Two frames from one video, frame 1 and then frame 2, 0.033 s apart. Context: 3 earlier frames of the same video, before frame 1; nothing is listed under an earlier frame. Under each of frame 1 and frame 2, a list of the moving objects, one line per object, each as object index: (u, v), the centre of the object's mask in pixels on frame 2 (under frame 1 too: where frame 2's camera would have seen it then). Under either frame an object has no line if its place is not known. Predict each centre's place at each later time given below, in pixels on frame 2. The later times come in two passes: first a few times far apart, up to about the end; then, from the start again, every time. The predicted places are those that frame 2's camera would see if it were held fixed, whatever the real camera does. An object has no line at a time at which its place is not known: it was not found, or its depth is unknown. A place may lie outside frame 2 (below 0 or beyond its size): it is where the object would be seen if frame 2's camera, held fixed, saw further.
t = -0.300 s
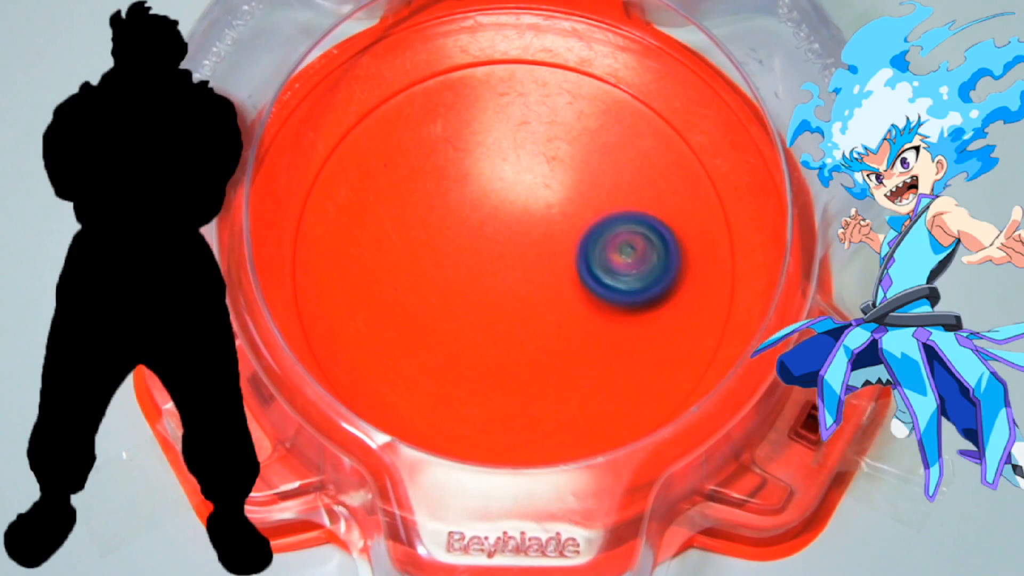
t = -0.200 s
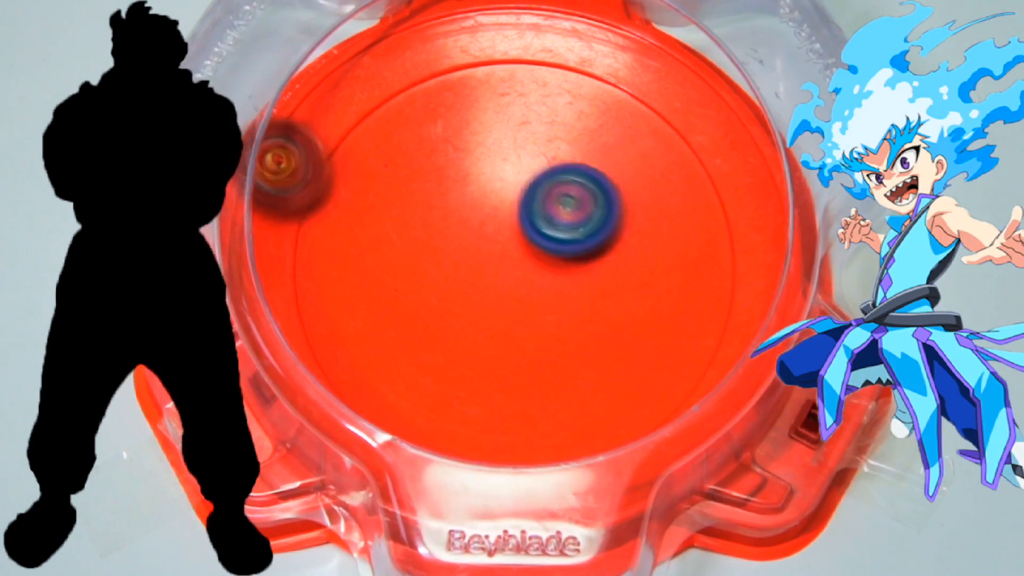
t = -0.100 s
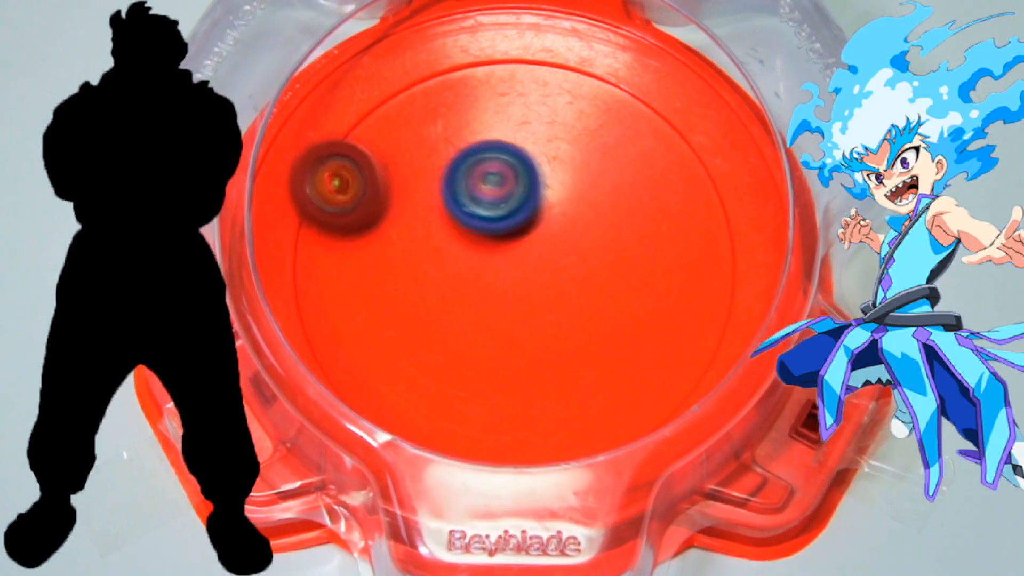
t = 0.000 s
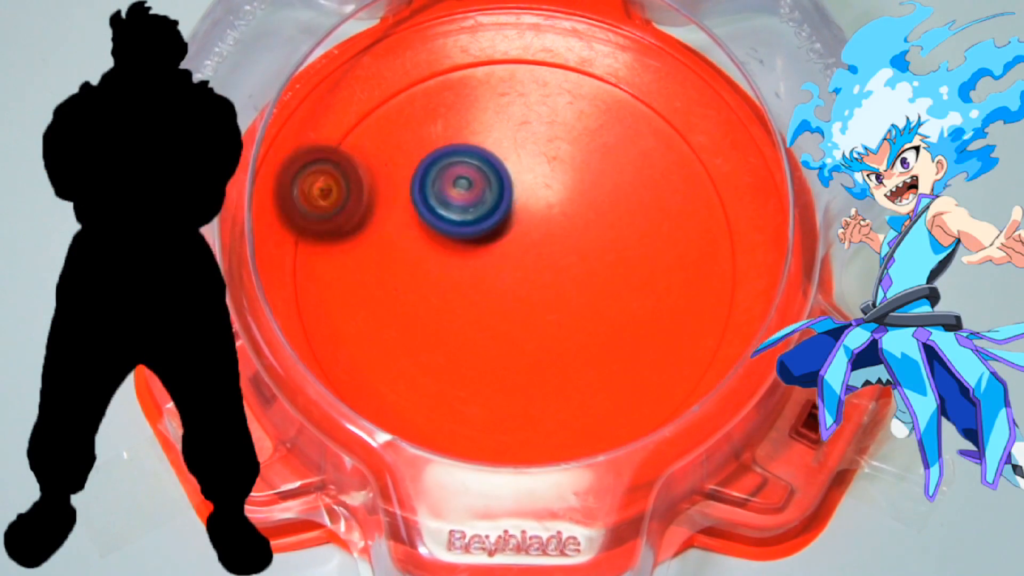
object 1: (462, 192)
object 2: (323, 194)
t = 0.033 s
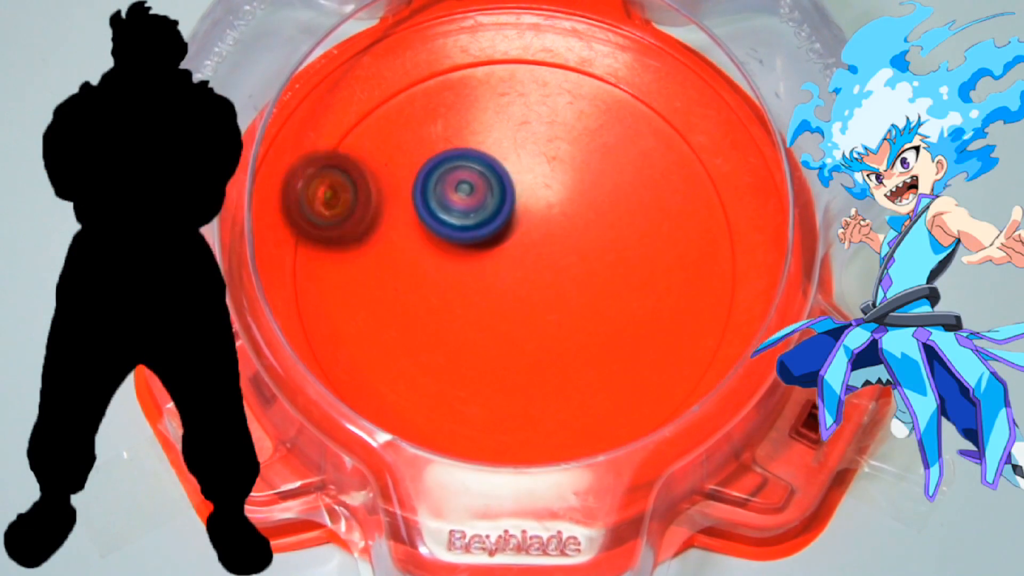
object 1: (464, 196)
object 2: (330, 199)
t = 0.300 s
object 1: (500, 258)
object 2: (334, 225)
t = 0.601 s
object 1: (543, 236)
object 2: (363, 314)
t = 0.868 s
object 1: (532, 209)
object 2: (384, 325)
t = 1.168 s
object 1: (506, 225)
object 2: (462, 404)
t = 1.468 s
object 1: (521, 245)
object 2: (550, 387)
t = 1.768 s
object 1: (532, 221)
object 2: (516, 334)
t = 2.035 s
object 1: (499, 164)
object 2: (567, 410)
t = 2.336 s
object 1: (470, 191)
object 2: (597, 328)
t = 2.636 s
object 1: (470, 239)
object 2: (548, 367)
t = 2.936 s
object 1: (456, 180)
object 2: (597, 424)
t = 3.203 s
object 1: (490, 229)
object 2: (559, 309)
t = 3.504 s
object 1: (522, 235)
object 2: (676, 309)
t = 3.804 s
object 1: (505, 194)
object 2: (601, 377)
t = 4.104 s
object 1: (504, 176)
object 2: (471, 352)
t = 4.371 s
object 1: (522, 176)
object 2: (440, 299)
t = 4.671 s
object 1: (564, 165)
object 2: (431, 307)
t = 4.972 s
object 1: (571, 237)
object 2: (545, 366)
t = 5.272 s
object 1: (581, 287)
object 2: (457, 349)
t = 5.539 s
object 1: (558, 326)
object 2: (496, 208)
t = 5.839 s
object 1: (515, 332)
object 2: (619, 231)
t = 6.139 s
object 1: (404, 337)
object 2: (651, 261)
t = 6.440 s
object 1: (413, 294)
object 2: (567, 233)
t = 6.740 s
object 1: (465, 217)
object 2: (554, 163)
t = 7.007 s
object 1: (482, 204)
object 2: (623, 246)
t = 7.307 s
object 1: (557, 233)
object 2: (508, 318)
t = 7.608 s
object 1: (598, 266)
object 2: (456, 202)
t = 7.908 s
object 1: (585, 322)
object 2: (556, 188)
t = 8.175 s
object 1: (547, 345)
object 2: (548, 204)
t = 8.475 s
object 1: (476, 307)
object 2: (447, 215)
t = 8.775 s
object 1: (435, 272)
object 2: (510, 185)
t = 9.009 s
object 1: (444, 240)
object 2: (600, 224)
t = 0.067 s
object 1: (465, 202)
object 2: (341, 208)
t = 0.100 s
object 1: (464, 208)
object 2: (348, 214)
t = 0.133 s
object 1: (462, 215)
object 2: (352, 220)
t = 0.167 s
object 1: (460, 221)
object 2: (356, 225)
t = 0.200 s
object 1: (465, 230)
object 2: (346, 226)
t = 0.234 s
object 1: (478, 242)
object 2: (325, 223)
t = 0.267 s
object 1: (489, 251)
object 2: (320, 222)
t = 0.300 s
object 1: (500, 258)
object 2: (334, 225)
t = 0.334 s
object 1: (509, 262)
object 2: (346, 228)
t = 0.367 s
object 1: (517, 264)
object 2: (358, 232)
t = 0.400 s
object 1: (524, 262)
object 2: (366, 238)
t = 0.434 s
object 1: (530, 259)
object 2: (371, 248)
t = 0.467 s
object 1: (535, 255)
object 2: (374, 258)
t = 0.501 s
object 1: (538, 250)
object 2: (375, 272)
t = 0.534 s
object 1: (540, 245)
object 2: (373, 286)
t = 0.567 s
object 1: (542, 241)
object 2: (369, 300)
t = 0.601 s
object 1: (543, 236)
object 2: (363, 314)
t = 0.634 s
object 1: (544, 231)
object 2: (354, 327)
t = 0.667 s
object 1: (544, 227)
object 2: (345, 336)
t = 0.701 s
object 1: (544, 223)
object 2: (336, 341)
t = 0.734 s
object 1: (542, 219)
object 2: (339, 337)
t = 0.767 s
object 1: (540, 215)
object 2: (350, 330)
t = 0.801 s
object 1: (538, 212)
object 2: (360, 324)
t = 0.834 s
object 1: (535, 210)
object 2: (372, 323)
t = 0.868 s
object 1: (532, 209)
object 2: (384, 325)
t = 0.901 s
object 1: (528, 208)
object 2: (398, 331)
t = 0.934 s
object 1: (524, 208)
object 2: (412, 340)
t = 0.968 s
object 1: (521, 209)
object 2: (426, 350)
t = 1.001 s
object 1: (518, 210)
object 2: (438, 362)
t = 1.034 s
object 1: (514, 212)
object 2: (448, 373)
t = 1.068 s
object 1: (512, 215)
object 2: (455, 385)
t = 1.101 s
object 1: (509, 217)
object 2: (459, 394)
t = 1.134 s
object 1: (507, 221)
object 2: (461, 401)
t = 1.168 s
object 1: (506, 225)
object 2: (462, 404)
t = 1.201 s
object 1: (505, 229)
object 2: (463, 404)
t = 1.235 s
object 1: (504, 233)
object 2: (466, 400)
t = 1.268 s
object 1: (504, 238)
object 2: (471, 394)
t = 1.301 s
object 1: (505, 244)
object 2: (479, 385)
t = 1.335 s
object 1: (506, 250)
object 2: (491, 377)
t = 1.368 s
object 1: (508, 255)
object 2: (506, 367)
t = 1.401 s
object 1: (510, 259)
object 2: (524, 360)
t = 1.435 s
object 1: (516, 254)
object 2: (540, 372)
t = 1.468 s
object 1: (521, 245)
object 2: (550, 387)
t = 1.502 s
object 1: (524, 239)
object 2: (554, 402)
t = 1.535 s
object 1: (527, 234)
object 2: (551, 416)
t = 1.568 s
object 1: (530, 230)
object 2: (541, 424)
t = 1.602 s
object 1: (531, 228)
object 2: (526, 424)
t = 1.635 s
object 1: (532, 225)
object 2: (511, 418)
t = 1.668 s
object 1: (533, 223)
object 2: (501, 402)
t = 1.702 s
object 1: (533, 222)
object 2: (499, 380)
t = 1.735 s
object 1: (533, 221)
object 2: (504, 357)
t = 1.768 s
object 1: (532, 221)
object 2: (516, 334)
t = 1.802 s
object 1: (531, 217)
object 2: (531, 322)
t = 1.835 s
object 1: (529, 196)
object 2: (551, 333)
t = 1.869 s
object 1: (526, 180)
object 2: (569, 344)
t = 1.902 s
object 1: (521, 170)
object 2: (582, 359)
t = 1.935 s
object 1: (515, 163)
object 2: (591, 375)
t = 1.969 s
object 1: (509, 160)
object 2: (590, 392)
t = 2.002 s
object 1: (504, 161)
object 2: (582, 404)
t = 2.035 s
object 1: (499, 164)
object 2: (567, 410)
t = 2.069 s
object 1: (494, 169)
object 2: (550, 408)
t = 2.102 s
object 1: (490, 177)
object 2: (536, 397)
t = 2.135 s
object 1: (488, 187)
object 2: (524, 380)
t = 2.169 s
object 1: (486, 196)
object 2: (519, 358)
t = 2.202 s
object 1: (487, 206)
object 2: (521, 334)
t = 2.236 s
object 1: (488, 215)
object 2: (529, 310)
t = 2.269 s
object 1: (482, 207)
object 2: (553, 313)
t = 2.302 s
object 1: (475, 197)
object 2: (577, 319)
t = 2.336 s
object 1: (470, 191)
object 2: (597, 328)
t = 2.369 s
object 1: (466, 190)
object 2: (615, 341)
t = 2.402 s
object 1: (462, 191)
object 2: (626, 356)
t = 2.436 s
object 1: (459, 194)
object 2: (632, 373)
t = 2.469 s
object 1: (457, 199)
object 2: (629, 389)
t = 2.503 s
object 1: (457, 206)
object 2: (617, 399)
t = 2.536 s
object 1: (458, 214)
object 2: (599, 404)
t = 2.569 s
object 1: (461, 222)
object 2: (578, 400)
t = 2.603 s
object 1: (464, 230)
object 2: (561, 387)
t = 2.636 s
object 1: (470, 239)
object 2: (548, 367)
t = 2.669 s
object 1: (477, 246)
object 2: (541, 344)
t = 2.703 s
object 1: (478, 243)
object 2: (552, 336)
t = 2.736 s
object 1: (471, 223)
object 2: (575, 351)
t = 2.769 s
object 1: (464, 206)
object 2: (593, 366)
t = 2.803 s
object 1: (460, 194)
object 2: (606, 381)
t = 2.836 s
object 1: (457, 185)
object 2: (614, 397)
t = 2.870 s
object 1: (455, 181)
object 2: (613, 410)
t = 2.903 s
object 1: (455, 179)
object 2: (609, 419)
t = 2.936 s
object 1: (456, 180)
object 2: (597, 424)
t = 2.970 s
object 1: (458, 183)
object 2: (582, 424)
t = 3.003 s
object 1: (461, 188)
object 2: (570, 421)
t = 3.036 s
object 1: (464, 195)
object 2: (558, 412)
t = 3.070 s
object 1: (469, 202)
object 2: (549, 395)
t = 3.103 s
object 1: (474, 210)
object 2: (543, 374)
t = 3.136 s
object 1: (479, 218)
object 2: (543, 351)
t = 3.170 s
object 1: (486, 225)
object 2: (547, 328)
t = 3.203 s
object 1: (490, 229)
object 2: (559, 309)
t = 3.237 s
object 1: (490, 225)
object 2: (578, 301)
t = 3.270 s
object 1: (491, 224)
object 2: (597, 295)
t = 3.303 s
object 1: (494, 224)
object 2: (618, 290)
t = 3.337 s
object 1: (498, 226)
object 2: (635, 288)
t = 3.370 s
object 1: (502, 228)
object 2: (651, 288)
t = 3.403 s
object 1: (506, 229)
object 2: (665, 291)
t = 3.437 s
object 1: (511, 231)
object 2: (674, 296)
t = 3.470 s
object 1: (516, 233)
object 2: (678, 302)
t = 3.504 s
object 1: (522, 235)
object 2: (676, 309)
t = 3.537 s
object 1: (527, 237)
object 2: (668, 314)
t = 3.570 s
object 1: (532, 238)
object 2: (655, 314)
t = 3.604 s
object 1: (537, 240)
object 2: (640, 311)
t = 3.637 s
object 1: (542, 240)
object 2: (624, 303)
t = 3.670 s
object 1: (538, 229)
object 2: (624, 315)
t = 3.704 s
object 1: (527, 214)
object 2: (629, 333)
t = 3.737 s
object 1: (519, 203)
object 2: (627, 352)
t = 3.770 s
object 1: (511, 196)
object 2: (618, 367)
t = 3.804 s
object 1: (505, 194)
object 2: (601, 377)
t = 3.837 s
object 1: (501, 196)
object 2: (579, 380)
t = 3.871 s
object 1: (498, 200)
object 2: (558, 375)
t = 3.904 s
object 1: (496, 204)
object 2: (538, 363)
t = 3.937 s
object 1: (494, 209)
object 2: (524, 346)
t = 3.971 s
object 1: (494, 215)
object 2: (514, 326)
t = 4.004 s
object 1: (495, 211)
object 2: (508, 320)
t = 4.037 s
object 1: (499, 193)
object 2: (499, 335)
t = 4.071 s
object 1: (503, 181)
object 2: (487, 345)
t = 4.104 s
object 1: (504, 176)
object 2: (471, 352)
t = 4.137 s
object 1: (503, 175)
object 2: (454, 352)
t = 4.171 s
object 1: (501, 176)
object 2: (439, 345)
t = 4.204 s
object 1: (500, 180)
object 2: (428, 333)
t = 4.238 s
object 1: (499, 185)
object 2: (425, 317)
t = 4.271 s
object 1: (498, 190)
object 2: (428, 301)
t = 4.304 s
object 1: (498, 194)
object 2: (438, 285)
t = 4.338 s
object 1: (502, 193)
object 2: (447, 285)
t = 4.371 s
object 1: (522, 176)
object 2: (440, 299)
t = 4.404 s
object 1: (538, 165)
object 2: (434, 309)
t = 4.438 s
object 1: (550, 157)
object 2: (426, 319)
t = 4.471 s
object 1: (557, 153)
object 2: (418, 325)
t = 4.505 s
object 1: (560, 150)
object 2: (412, 326)
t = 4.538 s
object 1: (562, 150)
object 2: (408, 324)
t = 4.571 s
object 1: (563, 151)
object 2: (408, 320)
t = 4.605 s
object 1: (563, 154)
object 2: (413, 315)
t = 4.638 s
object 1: (564, 159)
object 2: (420, 311)
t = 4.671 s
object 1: (564, 165)
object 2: (431, 307)
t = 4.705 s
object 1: (564, 172)
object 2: (445, 305)
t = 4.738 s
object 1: (564, 179)
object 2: (461, 305)
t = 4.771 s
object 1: (565, 186)
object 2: (479, 307)
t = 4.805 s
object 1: (566, 193)
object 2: (497, 313)
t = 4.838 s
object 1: (567, 201)
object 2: (514, 321)
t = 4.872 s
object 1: (568, 210)
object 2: (527, 331)
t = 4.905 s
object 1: (568, 218)
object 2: (538, 344)
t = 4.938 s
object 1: (570, 228)
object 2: (544, 356)
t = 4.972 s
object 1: (571, 237)
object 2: (545, 366)
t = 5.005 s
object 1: (572, 248)
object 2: (543, 371)
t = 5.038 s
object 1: (573, 257)
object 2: (539, 372)
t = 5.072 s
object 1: (574, 266)
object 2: (534, 371)
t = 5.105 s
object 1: (575, 276)
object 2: (529, 366)
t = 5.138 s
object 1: (579, 280)
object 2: (520, 366)
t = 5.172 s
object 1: (584, 280)
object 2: (505, 370)
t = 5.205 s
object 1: (586, 281)
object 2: (489, 369)
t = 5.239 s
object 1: (584, 284)
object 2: (471, 362)
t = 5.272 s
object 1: (581, 287)
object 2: (457, 349)
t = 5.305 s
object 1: (577, 291)
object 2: (449, 332)
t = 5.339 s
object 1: (573, 295)
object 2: (448, 313)
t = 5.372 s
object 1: (567, 300)
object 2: (452, 294)
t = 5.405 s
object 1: (563, 305)
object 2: (461, 277)
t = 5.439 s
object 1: (558, 310)
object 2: (473, 261)
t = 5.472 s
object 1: (559, 317)
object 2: (481, 243)
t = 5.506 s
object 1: (559, 322)
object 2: (486, 225)
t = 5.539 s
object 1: (558, 326)
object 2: (496, 208)
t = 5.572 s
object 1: (555, 329)
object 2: (509, 193)
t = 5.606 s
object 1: (550, 331)
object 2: (525, 181)
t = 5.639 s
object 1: (545, 333)
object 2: (544, 173)
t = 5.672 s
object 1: (540, 334)
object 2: (563, 171)
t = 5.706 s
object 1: (536, 334)
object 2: (582, 174)
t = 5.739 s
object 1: (530, 334)
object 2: (600, 182)
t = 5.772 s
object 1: (525, 334)
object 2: (612, 195)
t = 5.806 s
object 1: (520, 333)
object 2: (619, 212)
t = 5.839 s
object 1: (515, 332)
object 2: (619, 231)
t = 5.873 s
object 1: (509, 330)
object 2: (613, 249)
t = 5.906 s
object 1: (503, 328)
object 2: (601, 266)
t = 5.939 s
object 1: (495, 326)
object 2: (589, 275)
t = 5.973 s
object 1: (467, 332)
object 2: (601, 269)
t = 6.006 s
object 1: (444, 336)
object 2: (614, 264)
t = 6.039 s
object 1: (427, 337)
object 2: (625, 262)
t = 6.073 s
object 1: (416, 337)
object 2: (637, 260)
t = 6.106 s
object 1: (409, 337)
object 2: (646, 260)
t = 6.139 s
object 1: (404, 337)
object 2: (651, 261)
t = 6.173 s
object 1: (400, 335)
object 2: (652, 263)
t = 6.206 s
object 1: (398, 332)
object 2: (650, 265)
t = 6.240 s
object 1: (397, 329)
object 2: (643, 267)
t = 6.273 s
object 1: (397, 325)
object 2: (634, 267)
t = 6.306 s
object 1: (399, 320)
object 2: (621, 266)
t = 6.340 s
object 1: (401, 315)
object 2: (607, 262)
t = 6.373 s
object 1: (405, 309)
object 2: (593, 254)
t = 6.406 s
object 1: (409, 302)
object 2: (579, 244)
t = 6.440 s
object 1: (413, 294)
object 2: (567, 233)
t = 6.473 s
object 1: (418, 286)
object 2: (557, 221)
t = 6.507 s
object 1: (424, 278)
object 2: (549, 207)
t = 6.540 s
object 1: (429, 269)
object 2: (543, 194)
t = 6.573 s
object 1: (435, 261)
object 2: (541, 181)
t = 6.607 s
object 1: (440, 251)
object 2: (543, 169)
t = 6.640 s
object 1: (446, 242)
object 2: (546, 161)
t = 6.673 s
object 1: (452, 234)
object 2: (549, 159)
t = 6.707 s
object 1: (458, 225)
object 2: (553, 159)
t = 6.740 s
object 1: (465, 217)
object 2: (554, 163)
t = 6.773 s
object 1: (468, 211)
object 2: (560, 165)
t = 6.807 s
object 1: (469, 209)
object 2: (570, 168)
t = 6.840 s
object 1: (474, 206)
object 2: (578, 177)
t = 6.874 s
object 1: (481, 203)
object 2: (583, 190)
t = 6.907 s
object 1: (480, 201)
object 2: (595, 201)
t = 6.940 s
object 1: (477, 201)
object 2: (610, 214)
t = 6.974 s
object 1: (478, 202)
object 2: (619, 229)
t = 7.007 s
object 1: (482, 204)
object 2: (623, 246)
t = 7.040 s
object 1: (488, 206)
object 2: (623, 263)
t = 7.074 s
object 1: (495, 209)
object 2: (617, 279)
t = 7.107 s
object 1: (503, 212)
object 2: (608, 294)
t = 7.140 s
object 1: (512, 215)
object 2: (595, 306)
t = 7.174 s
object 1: (521, 219)
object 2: (580, 316)
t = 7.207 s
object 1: (530, 222)
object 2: (562, 321)
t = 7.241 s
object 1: (539, 226)
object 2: (545, 323)
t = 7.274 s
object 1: (548, 229)
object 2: (526, 322)
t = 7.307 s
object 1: (557, 233)
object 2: (508, 318)
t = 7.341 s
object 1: (564, 237)
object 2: (492, 311)
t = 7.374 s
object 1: (572, 241)
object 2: (477, 301)
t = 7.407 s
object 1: (578, 244)
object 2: (465, 290)
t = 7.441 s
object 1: (583, 247)
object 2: (456, 277)
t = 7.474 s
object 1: (588, 251)
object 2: (449, 262)
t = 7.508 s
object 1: (591, 254)
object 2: (445, 246)
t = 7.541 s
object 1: (594, 258)
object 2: (445, 230)
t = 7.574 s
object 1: (596, 262)
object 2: (448, 215)
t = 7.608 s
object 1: (598, 266)
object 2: (456, 202)
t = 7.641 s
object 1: (598, 269)
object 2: (466, 191)
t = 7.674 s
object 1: (598, 273)
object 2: (479, 183)
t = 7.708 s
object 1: (597, 277)
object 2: (494, 179)
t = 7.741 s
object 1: (595, 280)
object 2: (511, 179)
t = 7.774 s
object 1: (593, 284)
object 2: (526, 183)
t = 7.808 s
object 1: (589, 287)
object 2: (541, 192)
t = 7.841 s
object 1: (585, 292)
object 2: (553, 201)
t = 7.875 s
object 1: (586, 309)
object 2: (554, 194)
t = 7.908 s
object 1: (585, 322)
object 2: (556, 188)
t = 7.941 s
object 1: (583, 330)
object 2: (558, 182)
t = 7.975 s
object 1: (580, 337)
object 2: (561, 178)
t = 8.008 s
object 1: (577, 341)
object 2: (564, 178)
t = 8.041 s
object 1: (572, 344)
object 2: (566, 180)
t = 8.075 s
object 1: (567, 346)
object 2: (564, 185)
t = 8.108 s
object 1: (561, 346)
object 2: (562, 190)
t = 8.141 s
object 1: (554, 346)
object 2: (557, 197)
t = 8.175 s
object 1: (547, 345)
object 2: (548, 204)
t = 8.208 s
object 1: (539, 343)
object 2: (537, 211)
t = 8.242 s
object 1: (532, 340)
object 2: (525, 215)
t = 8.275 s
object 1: (524, 336)
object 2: (511, 219)
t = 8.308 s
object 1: (516, 333)
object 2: (499, 220)
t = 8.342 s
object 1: (508, 328)
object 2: (486, 222)
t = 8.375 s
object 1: (500, 324)
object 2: (475, 222)
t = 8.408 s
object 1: (492, 319)
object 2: (463, 221)
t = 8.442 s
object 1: (484, 313)
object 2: (453, 219)
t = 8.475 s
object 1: (476, 307)
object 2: (447, 215)
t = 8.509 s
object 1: (469, 303)
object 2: (443, 210)
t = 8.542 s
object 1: (462, 300)
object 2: (443, 202)
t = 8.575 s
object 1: (457, 296)
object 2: (445, 192)
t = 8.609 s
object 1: (452, 292)
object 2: (450, 186)
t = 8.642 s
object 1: (448, 286)
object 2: (458, 183)
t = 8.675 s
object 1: (445, 280)
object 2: (467, 182)
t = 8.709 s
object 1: (443, 274)
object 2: (478, 186)
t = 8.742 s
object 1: (439, 271)
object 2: (492, 188)
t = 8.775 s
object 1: (435, 272)
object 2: (510, 185)
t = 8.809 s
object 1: (433, 270)
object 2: (525, 183)
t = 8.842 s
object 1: (433, 266)
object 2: (541, 184)
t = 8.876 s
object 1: (433, 261)
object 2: (556, 187)
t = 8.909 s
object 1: (434, 256)
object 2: (570, 193)
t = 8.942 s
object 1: (437, 250)
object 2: (584, 201)
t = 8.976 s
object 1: (440, 245)
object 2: (593, 212)
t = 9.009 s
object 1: (444, 240)
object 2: (600, 224)
